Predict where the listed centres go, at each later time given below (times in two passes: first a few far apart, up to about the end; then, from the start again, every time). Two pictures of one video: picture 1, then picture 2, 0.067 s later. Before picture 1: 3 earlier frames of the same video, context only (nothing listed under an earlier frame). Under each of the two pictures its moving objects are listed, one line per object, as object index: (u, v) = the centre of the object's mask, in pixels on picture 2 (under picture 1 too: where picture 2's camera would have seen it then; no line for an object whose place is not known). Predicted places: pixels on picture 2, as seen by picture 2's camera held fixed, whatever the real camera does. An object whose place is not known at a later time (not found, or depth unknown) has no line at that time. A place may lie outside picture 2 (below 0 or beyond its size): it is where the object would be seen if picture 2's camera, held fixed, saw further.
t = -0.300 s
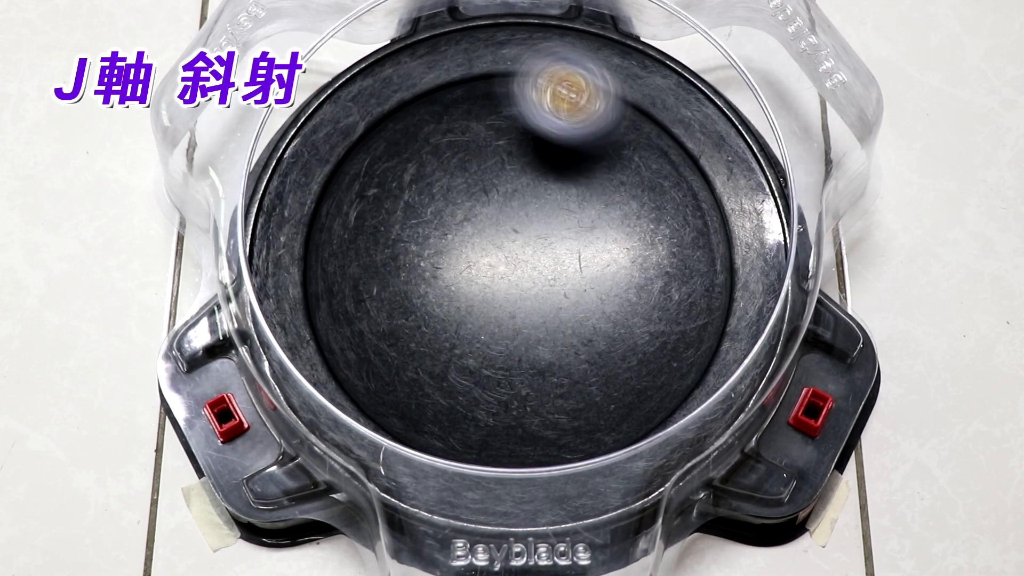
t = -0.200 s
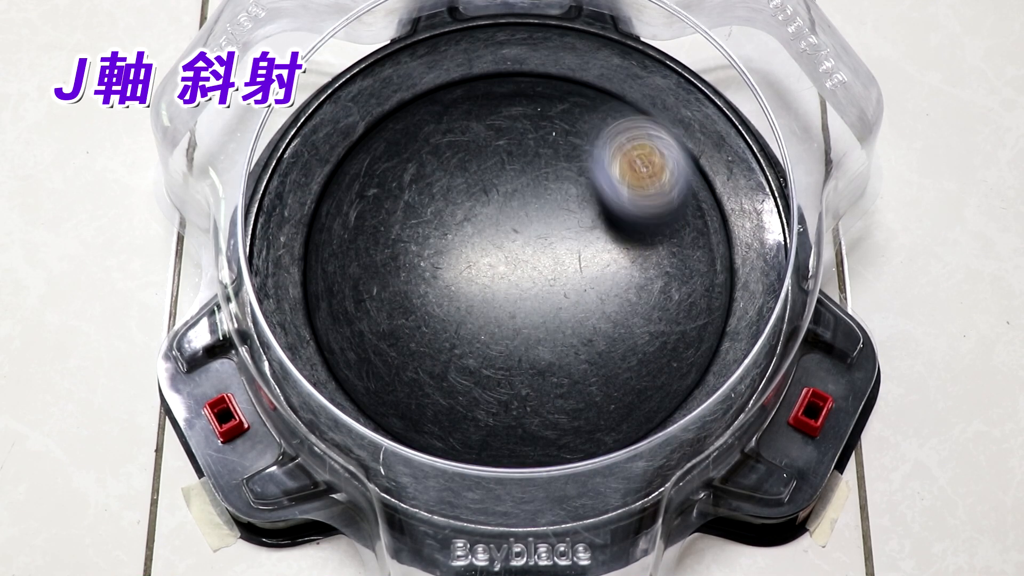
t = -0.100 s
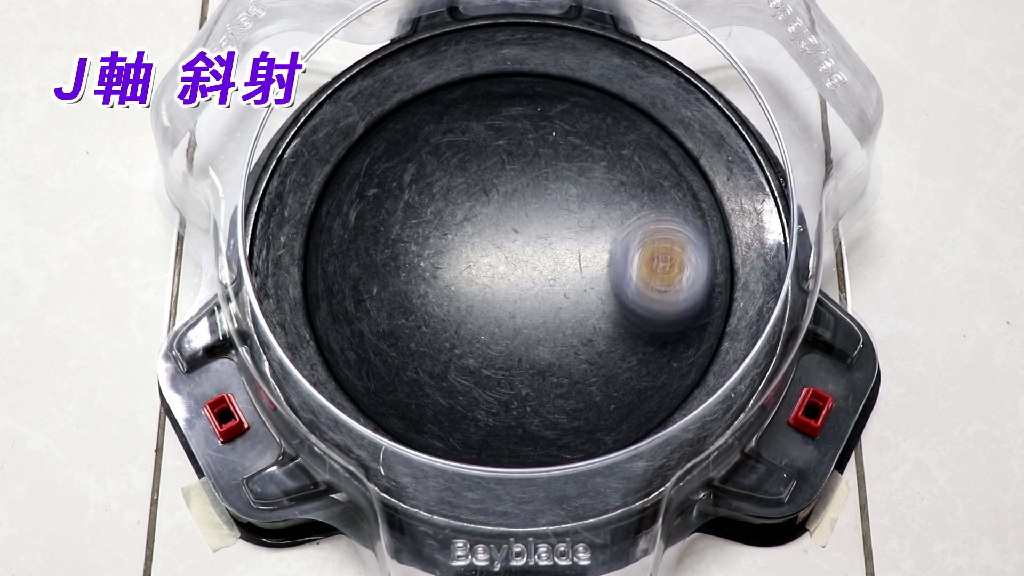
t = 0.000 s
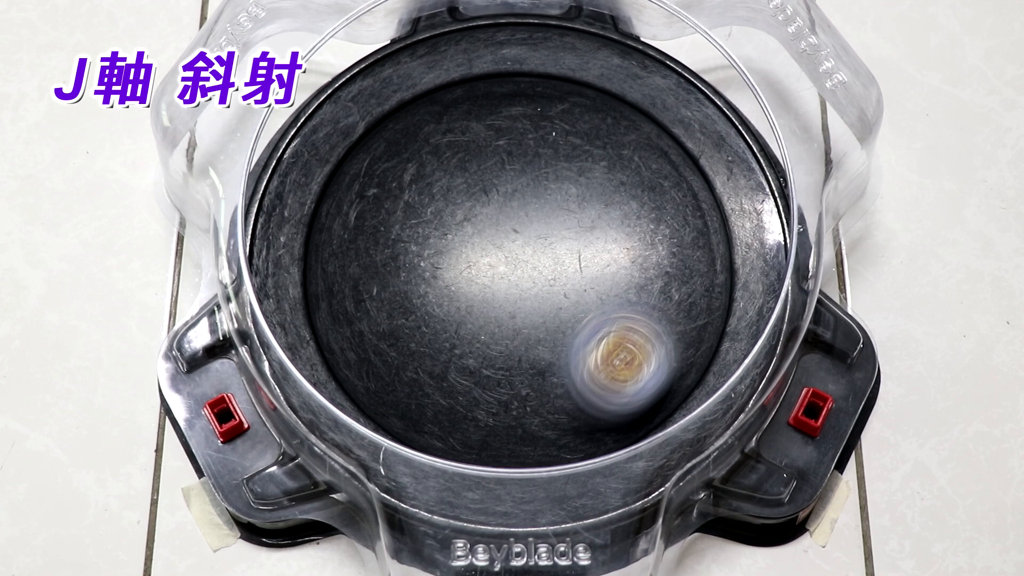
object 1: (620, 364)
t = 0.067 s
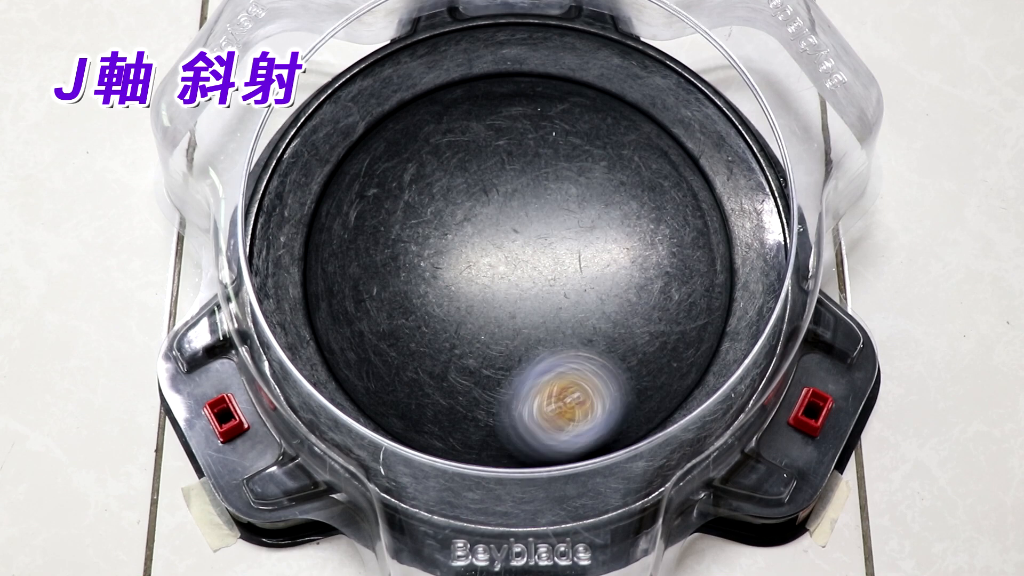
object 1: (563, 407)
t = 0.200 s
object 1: (433, 412)
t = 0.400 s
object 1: (315, 277)
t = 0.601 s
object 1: (430, 136)
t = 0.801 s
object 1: (618, 167)
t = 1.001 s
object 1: (685, 331)
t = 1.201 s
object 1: (539, 429)
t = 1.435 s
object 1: (383, 308)
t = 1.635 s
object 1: (453, 158)
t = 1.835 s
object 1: (619, 137)
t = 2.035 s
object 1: (692, 281)
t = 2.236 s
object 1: (549, 378)
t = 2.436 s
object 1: (404, 291)
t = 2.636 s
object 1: (427, 154)
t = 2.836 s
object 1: (547, 138)
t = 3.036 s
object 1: (606, 235)
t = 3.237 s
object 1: (553, 323)
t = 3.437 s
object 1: (460, 332)
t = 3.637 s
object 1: (412, 267)
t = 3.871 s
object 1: (496, 199)
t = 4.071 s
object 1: (584, 241)
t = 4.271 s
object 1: (590, 315)
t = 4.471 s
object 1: (517, 349)
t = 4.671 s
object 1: (455, 278)
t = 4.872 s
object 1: (498, 199)
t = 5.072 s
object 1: (577, 192)
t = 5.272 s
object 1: (616, 262)
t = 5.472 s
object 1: (535, 320)
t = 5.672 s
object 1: (450, 281)
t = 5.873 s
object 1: (444, 206)
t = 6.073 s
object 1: (516, 174)
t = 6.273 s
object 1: (577, 240)
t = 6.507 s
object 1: (536, 328)
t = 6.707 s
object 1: (456, 329)
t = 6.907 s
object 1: (430, 257)
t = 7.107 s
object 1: (503, 206)
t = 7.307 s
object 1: (586, 234)
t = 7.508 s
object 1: (602, 304)
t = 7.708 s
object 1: (532, 339)
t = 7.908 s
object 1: (464, 285)
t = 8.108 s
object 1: (476, 207)
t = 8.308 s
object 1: (542, 179)
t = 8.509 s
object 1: (596, 233)
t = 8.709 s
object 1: (554, 305)
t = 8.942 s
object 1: (459, 303)
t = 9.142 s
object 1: (430, 242)
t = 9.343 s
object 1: (488, 198)
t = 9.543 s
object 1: (563, 235)
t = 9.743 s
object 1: (573, 307)
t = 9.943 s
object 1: (514, 340)
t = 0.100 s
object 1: (533, 417)
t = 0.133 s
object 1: (501, 421)
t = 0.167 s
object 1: (463, 418)
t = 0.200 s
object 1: (433, 412)
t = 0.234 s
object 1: (404, 400)
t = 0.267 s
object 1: (373, 381)
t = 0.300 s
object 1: (349, 360)
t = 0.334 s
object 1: (333, 337)
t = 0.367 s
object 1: (318, 304)
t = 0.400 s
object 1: (315, 277)
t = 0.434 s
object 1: (319, 246)
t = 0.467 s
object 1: (331, 213)
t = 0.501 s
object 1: (347, 192)
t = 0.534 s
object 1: (372, 168)
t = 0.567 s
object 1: (399, 148)
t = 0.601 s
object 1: (430, 136)
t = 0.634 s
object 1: (458, 130)
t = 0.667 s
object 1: (496, 126)
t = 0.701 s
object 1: (527, 128)
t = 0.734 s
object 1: (555, 135)
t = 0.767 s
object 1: (589, 149)
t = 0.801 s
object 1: (618, 167)
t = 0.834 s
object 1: (639, 184)
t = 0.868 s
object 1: (663, 213)
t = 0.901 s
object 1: (679, 243)
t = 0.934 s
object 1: (686, 268)
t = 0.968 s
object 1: (690, 298)
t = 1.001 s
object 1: (685, 331)
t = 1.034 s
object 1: (674, 356)
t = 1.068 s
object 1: (656, 381)
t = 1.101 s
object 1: (631, 401)
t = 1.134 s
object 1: (605, 415)
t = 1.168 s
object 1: (573, 425)
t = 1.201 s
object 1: (539, 429)
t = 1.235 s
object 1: (508, 428)
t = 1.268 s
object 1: (474, 419)
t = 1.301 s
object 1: (446, 407)
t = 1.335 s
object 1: (424, 389)
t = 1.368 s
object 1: (403, 362)
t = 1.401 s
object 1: (389, 335)
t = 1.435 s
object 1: (383, 308)
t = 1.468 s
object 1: (382, 277)
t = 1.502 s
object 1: (388, 250)
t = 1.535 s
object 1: (398, 223)
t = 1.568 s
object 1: (414, 196)
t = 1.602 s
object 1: (432, 175)
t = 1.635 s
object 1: (453, 158)
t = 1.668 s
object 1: (480, 142)
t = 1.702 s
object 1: (504, 132)
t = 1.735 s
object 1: (532, 126)
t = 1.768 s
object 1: (563, 125)
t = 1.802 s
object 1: (593, 129)
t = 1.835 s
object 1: (619, 137)
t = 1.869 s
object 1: (644, 150)
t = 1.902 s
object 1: (668, 172)
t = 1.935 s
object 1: (683, 195)
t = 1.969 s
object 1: (694, 223)
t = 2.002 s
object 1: (697, 257)
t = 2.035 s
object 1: (692, 281)
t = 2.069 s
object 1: (680, 307)
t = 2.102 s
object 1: (659, 335)
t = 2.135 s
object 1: (635, 353)
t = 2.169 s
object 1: (606, 367)
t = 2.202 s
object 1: (576, 374)
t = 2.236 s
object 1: (549, 378)
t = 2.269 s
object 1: (514, 373)
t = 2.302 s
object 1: (485, 364)
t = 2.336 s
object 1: (461, 352)
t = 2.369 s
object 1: (437, 334)
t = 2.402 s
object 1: (416, 311)
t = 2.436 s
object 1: (404, 291)
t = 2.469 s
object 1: (395, 263)
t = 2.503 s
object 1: (392, 238)
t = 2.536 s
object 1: (394, 216)
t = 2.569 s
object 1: (401, 191)
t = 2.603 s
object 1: (412, 170)
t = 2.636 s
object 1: (427, 154)
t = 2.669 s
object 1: (446, 139)
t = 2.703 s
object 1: (465, 131)
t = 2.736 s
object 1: (486, 126)
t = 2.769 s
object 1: (507, 125)
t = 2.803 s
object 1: (529, 131)
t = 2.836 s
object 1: (547, 138)
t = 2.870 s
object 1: (563, 148)
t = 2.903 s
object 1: (577, 162)
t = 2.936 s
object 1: (589, 178)
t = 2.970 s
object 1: (599, 195)
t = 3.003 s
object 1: (604, 217)
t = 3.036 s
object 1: (606, 235)
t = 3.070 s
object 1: (605, 254)
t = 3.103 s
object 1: (599, 275)
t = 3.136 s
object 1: (589, 290)
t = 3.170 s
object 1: (578, 304)
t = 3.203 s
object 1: (566, 316)
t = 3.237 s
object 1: (553, 323)
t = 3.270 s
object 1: (537, 330)
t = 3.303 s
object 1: (521, 335)
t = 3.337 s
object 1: (506, 338)
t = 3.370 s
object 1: (490, 338)
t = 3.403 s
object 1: (474, 336)
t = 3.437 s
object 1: (460, 332)
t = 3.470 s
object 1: (446, 326)
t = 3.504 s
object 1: (434, 316)
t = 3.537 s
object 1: (424, 307)
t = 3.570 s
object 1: (417, 294)
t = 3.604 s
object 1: (412, 279)
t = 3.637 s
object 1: (412, 267)
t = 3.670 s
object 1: (414, 250)
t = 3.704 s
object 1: (422, 237)
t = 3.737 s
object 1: (433, 224)
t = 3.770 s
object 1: (446, 214)
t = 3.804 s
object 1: (462, 205)
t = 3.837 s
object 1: (479, 201)
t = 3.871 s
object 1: (496, 199)
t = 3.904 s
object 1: (514, 200)
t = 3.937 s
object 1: (531, 204)
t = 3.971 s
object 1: (547, 210)
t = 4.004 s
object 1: (561, 220)
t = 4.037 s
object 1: (573, 229)
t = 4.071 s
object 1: (584, 241)
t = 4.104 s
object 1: (591, 254)
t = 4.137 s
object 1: (596, 265)
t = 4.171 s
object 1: (599, 278)
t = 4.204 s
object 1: (598, 292)
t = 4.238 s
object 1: (596, 303)
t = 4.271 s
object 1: (590, 315)
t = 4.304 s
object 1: (583, 324)
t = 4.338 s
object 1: (574, 334)
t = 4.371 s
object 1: (562, 342)
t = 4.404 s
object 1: (549, 348)
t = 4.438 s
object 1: (532, 352)
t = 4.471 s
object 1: (517, 349)
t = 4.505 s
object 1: (500, 344)
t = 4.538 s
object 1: (485, 335)
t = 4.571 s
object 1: (474, 325)
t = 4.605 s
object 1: (464, 309)
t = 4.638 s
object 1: (457, 294)
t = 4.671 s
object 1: (455, 278)
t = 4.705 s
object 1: (456, 260)
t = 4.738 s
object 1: (460, 246)
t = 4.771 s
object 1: (467, 231)
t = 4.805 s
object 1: (477, 218)
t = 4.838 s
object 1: (487, 208)
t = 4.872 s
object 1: (498, 199)
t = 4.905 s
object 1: (511, 193)
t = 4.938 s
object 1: (524, 189)
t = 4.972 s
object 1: (538, 186)
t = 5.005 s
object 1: (552, 187)
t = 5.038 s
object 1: (565, 188)
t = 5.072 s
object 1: (577, 192)
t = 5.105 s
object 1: (590, 199)
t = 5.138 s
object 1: (600, 207)
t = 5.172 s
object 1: (609, 219)
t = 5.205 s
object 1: (615, 233)
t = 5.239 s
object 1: (617, 246)
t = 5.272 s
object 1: (616, 262)
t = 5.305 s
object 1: (609, 277)
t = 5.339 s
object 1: (600, 289)
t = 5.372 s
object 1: (586, 302)
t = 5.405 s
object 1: (570, 311)
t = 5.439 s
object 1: (554, 316)
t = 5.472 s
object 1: (535, 320)
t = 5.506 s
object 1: (517, 319)
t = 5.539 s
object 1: (501, 316)
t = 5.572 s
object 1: (488, 310)
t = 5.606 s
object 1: (472, 301)
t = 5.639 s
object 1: (459, 291)
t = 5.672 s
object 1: (450, 281)
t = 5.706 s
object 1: (442, 269)
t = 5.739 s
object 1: (438, 255)
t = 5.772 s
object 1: (436, 243)
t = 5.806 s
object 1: (436, 229)
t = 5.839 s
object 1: (439, 217)
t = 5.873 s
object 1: (444, 206)
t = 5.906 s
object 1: (452, 194)
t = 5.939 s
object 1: (460, 186)
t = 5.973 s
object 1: (472, 178)
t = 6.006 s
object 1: (486, 173)
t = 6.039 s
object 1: (500, 172)
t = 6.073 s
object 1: (516, 174)
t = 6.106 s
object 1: (530, 179)
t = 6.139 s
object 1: (544, 187)
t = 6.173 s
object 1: (555, 196)
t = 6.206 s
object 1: (565, 210)
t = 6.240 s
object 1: (573, 225)
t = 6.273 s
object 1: (577, 240)
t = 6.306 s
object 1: (579, 258)
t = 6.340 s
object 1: (578, 273)
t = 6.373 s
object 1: (574, 286)
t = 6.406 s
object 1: (566, 302)
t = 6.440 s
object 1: (557, 313)
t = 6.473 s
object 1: (548, 322)
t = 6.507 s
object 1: (536, 328)
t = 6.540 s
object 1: (523, 334)
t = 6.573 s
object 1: (509, 338)
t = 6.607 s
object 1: (495, 339)
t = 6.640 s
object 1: (482, 338)
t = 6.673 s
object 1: (468, 334)
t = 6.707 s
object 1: (456, 329)
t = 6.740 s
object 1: (444, 320)
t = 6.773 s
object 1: (436, 311)
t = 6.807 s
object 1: (429, 297)
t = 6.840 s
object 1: (426, 285)
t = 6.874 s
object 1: (425, 271)
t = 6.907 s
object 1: (430, 257)
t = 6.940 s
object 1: (437, 245)
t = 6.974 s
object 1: (446, 233)
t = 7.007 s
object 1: (459, 222)
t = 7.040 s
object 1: (473, 215)
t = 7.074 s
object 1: (487, 210)
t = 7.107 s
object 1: (503, 206)
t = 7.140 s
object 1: (518, 206)
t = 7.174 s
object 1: (533, 208)
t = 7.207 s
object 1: (547, 211)
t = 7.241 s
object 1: (563, 217)
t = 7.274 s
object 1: (574, 224)
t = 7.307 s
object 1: (586, 234)
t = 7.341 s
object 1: (595, 244)
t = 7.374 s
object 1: (602, 254)
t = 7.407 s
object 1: (606, 267)
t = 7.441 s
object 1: (607, 279)
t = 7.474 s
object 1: (606, 291)
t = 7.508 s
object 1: (602, 304)
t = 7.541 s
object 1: (596, 314)
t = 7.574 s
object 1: (587, 324)
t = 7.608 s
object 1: (575, 331)
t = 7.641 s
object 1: (562, 337)
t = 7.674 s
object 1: (547, 340)
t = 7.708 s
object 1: (532, 339)
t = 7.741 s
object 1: (516, 335)
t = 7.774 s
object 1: (503, 330)
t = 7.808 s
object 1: (490, 321)
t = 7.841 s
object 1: (479, 310)
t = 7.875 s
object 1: (471, 298)
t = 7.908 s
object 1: (464, 285)
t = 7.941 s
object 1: (460, 270)
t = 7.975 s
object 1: (460, 257)
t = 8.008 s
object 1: (461, 243)
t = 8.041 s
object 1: (464, 230)
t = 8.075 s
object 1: (469, 219)
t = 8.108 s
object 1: (476, 207)
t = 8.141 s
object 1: (486, 197)
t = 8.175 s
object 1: (494, 190)
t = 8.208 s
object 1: (506, 184)
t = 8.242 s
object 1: (517, 181)
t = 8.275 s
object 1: (528, 179)
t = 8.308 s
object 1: (542, 179)
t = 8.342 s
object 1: (554, 182)
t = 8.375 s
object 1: (566, 187)
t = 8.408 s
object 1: (576, 195)
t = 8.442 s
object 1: (586, 205)
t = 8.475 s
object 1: (591, 217)
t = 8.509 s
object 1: (596, 233)
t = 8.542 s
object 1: (596, 246)
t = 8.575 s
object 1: (592, 260)
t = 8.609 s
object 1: (585, 274)
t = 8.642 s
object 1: (577, 284)
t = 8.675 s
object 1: (566, 295)
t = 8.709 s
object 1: (554, 305)
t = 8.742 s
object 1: (539, 311)
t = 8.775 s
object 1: (525, 315)
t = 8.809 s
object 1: (512, 317)
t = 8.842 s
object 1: (497, 317)
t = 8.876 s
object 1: (484, 314)
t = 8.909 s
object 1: (471, 310)
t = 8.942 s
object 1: (459, 303)
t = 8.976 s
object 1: (449, 296)
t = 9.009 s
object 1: (440, 287)
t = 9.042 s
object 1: (433, 277)
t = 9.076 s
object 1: (430, 266)
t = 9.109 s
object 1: (428, 255)
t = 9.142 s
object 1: (430, 242)
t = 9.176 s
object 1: (434, 232)
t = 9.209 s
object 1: (441, 221)
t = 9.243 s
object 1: (449, 212)
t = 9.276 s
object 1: (461, 206)
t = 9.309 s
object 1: (474, 201)
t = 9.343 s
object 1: (488, 198)
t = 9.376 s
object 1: (501, 200)
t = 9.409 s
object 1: (517, 203)
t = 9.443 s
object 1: (530, 208)
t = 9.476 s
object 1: (542, 215)
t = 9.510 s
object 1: (554, 225)
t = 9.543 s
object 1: (563, 235)
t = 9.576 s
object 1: (570, 247)
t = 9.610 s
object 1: (574, 259)
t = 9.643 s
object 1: (578, 272)
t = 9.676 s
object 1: (578, 283)
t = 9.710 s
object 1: (577, 296)
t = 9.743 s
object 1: (573, 307)
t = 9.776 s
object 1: (567, 317)
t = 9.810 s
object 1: (560, 324)
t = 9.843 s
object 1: (549, 332)
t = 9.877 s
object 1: (538, 337)
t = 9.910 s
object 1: (527, 340)
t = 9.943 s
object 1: (514, 340)
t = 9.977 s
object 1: (502, 338)
